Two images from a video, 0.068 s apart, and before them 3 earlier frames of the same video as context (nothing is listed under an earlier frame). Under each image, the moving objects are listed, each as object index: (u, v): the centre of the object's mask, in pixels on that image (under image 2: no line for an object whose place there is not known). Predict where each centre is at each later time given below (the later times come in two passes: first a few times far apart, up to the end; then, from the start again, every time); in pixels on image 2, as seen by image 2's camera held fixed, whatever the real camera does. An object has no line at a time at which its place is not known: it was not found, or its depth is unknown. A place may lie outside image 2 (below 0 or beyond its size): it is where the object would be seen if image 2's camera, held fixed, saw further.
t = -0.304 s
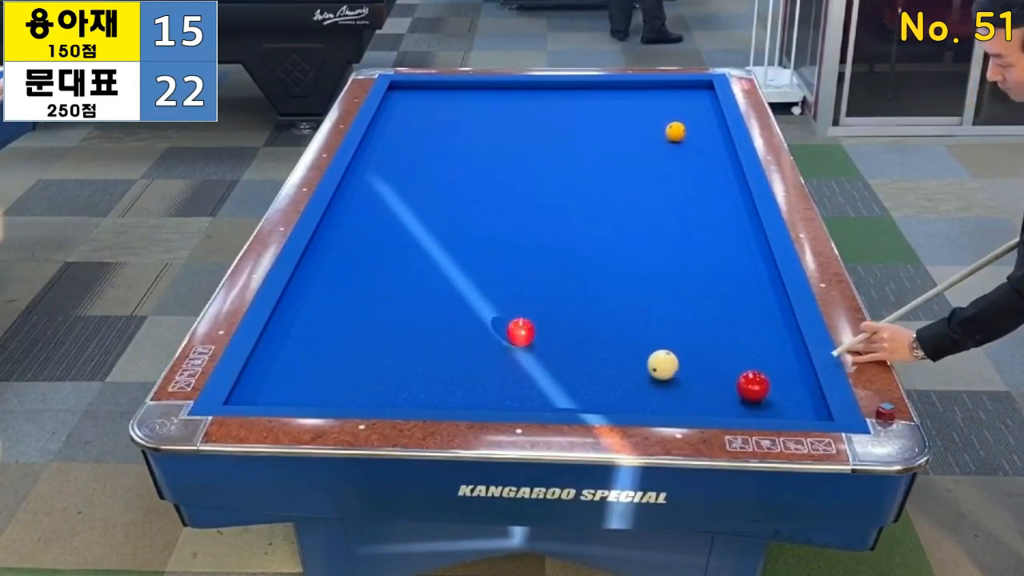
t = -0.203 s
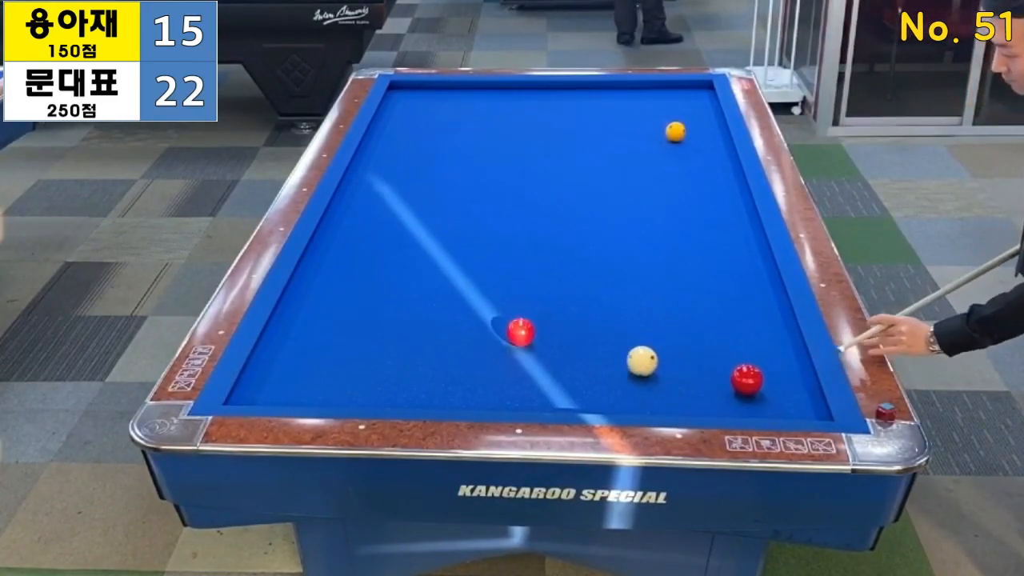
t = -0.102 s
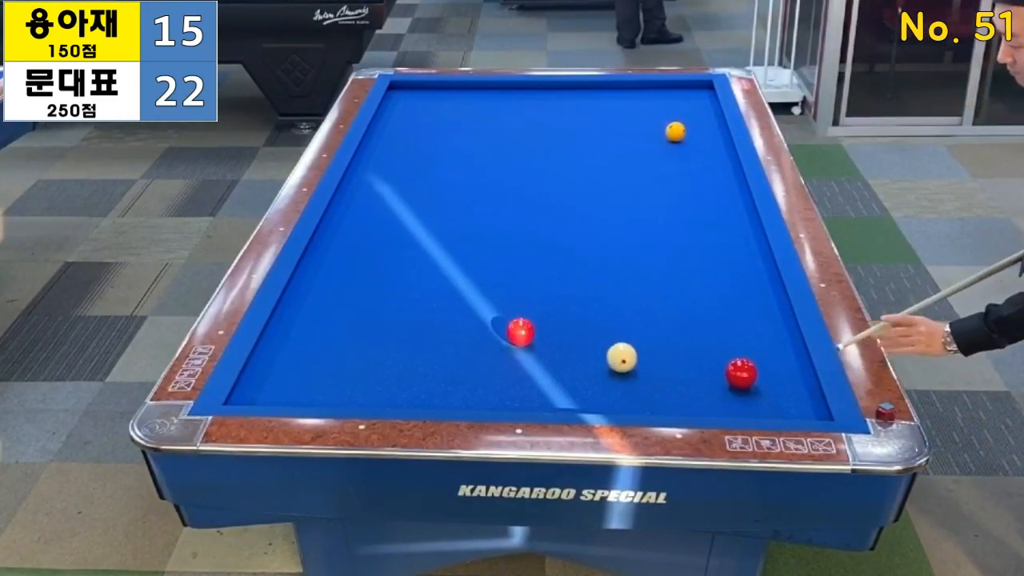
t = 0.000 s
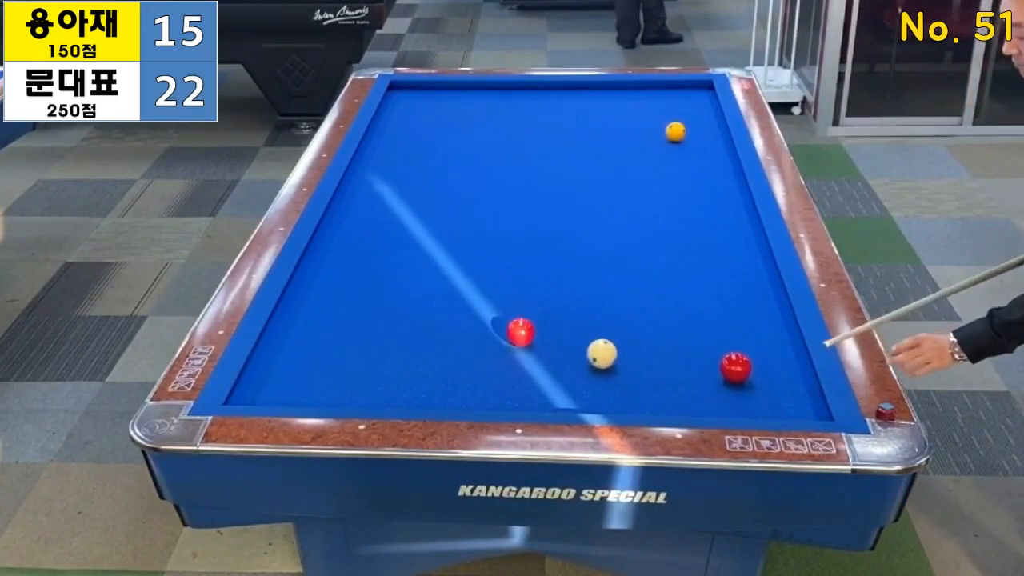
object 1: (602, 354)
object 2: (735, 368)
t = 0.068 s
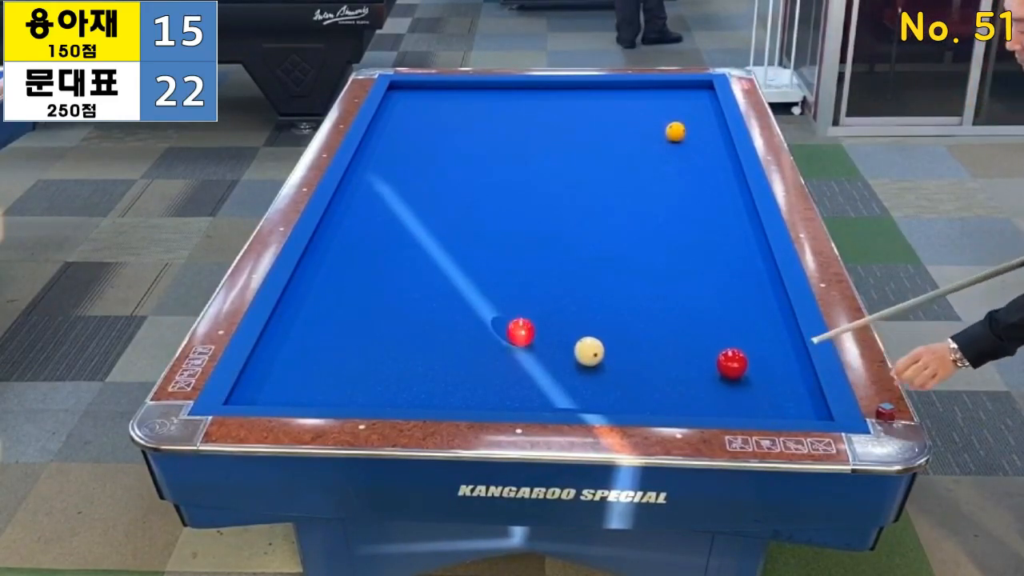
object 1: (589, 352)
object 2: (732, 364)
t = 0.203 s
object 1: (564, 347)
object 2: (725, 355)
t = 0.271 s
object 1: (552, 345)
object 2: (722, 353)
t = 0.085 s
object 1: (586, 351)
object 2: (731, 363)
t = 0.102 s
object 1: (582, 350)
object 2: (730, 362)
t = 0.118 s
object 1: (579, 350)
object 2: (729, 361)
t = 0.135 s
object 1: (576, 349)
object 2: (728, 360)
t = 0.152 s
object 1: (573, 349)
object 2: (727, 359)
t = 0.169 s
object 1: (570, 348)
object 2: (727, 358)
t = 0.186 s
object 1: (567, 348)
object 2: (726, 357)
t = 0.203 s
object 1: (564, 347)
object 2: (725, 355)
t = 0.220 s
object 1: (561, 347)
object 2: (724, 355)
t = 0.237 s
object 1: (558, 346)
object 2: (723, 354)
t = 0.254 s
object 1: (555, 345)
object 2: (722, 354)
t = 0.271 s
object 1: (552, 345)
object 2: (722, 353)
